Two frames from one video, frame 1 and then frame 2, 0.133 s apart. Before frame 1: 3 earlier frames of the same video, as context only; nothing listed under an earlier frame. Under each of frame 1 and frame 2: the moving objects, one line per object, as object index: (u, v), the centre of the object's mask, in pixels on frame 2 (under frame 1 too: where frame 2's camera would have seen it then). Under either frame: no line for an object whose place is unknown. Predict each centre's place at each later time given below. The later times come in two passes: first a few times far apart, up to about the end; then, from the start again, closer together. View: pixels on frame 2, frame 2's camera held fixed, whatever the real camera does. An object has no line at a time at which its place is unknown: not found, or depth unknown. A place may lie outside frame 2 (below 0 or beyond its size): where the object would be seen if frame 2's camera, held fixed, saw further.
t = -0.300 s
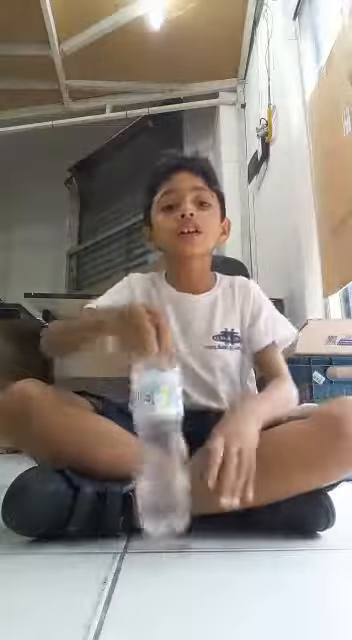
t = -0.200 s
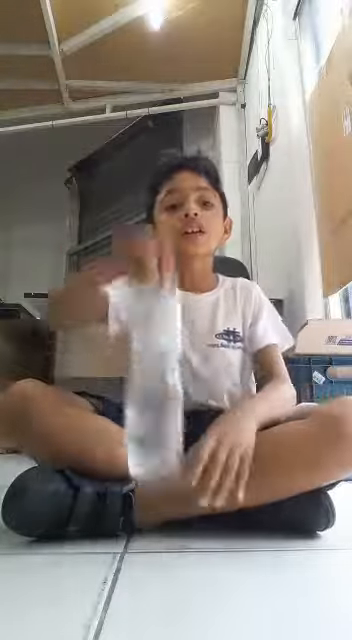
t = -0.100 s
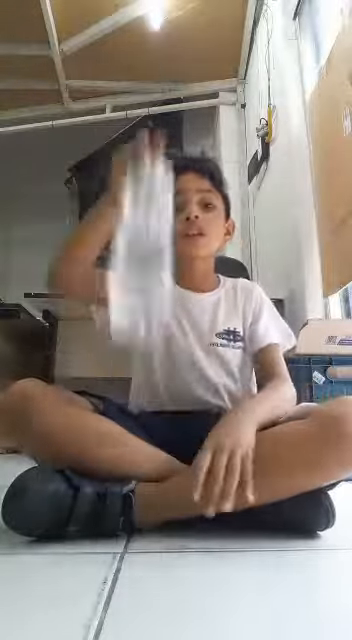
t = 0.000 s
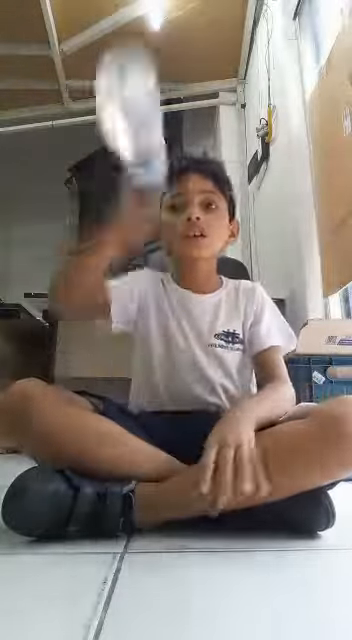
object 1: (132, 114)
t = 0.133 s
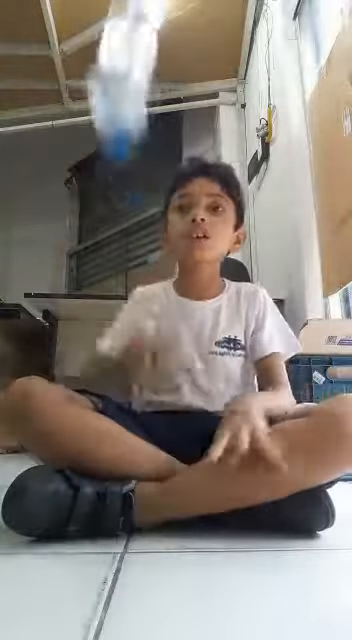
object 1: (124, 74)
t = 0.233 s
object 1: (122, 63)
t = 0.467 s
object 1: (105, 428)
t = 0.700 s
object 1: (116, 487)
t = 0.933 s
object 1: (141, 487)
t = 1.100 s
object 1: (158, 488)
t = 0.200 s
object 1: (121, 49)
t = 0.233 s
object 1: (122, 63)
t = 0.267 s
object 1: (118, 78)
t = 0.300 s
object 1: (113, 101)
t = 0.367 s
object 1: (109, 192)
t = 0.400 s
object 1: (106, 256)
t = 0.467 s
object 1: (105, 428)
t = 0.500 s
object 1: (103, 466)
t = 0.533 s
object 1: (103, 470)
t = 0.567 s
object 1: (105, 475)
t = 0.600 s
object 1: (108, 482)
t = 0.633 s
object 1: (110, 486)
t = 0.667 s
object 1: (112, 486)
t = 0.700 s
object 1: (116, 487)
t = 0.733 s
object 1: (121, 486)
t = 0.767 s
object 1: (125, 486)
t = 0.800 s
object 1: (128, 485)
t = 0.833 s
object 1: (131, 485)
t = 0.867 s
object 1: (135, 486)
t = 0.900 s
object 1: (138, 486)
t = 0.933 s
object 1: (141, 487)
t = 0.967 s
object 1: (144, 487)
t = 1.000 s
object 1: (147, 487)
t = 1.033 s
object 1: (151, 488)
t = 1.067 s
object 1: (154, 488)
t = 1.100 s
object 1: (158, 488)
